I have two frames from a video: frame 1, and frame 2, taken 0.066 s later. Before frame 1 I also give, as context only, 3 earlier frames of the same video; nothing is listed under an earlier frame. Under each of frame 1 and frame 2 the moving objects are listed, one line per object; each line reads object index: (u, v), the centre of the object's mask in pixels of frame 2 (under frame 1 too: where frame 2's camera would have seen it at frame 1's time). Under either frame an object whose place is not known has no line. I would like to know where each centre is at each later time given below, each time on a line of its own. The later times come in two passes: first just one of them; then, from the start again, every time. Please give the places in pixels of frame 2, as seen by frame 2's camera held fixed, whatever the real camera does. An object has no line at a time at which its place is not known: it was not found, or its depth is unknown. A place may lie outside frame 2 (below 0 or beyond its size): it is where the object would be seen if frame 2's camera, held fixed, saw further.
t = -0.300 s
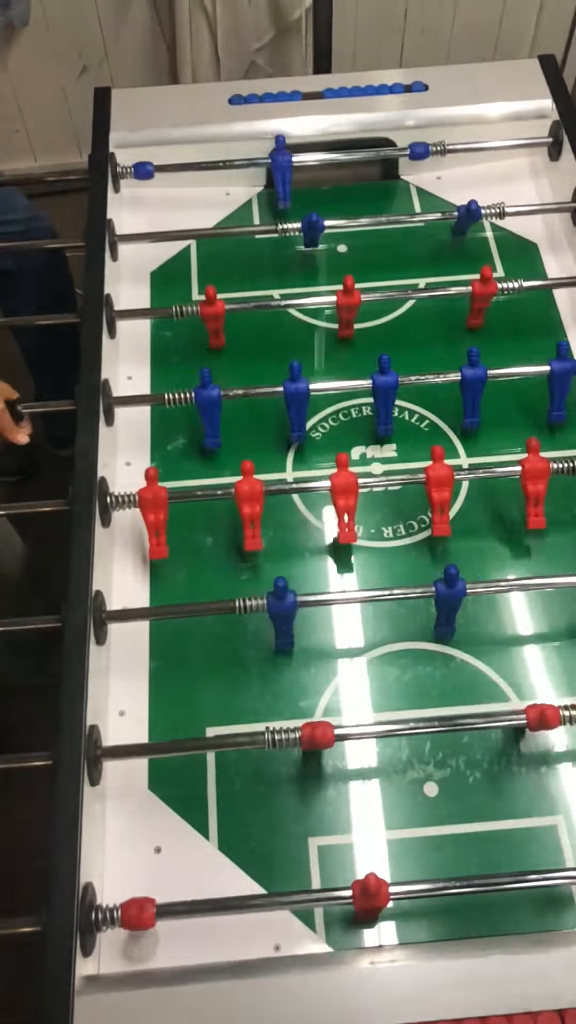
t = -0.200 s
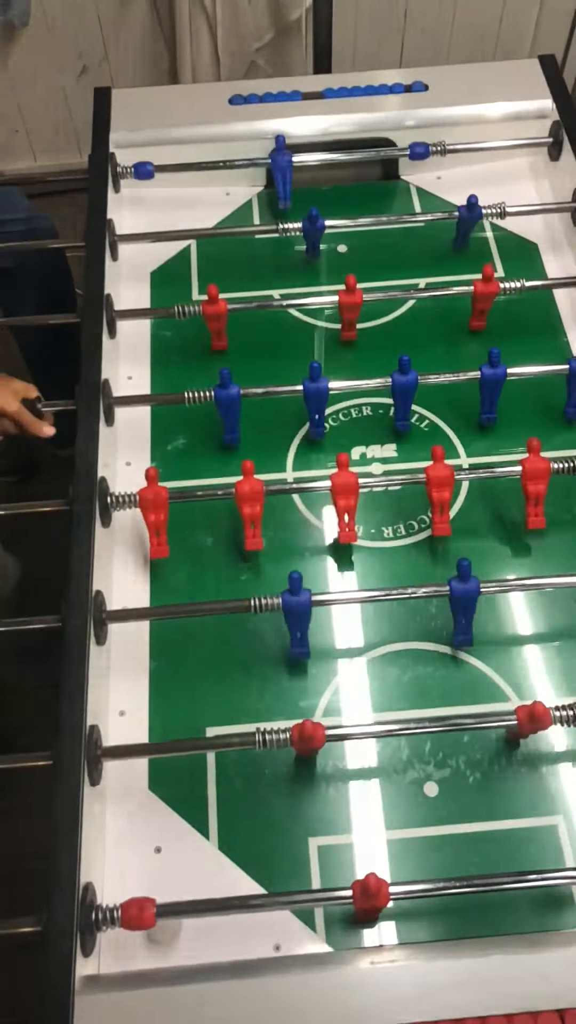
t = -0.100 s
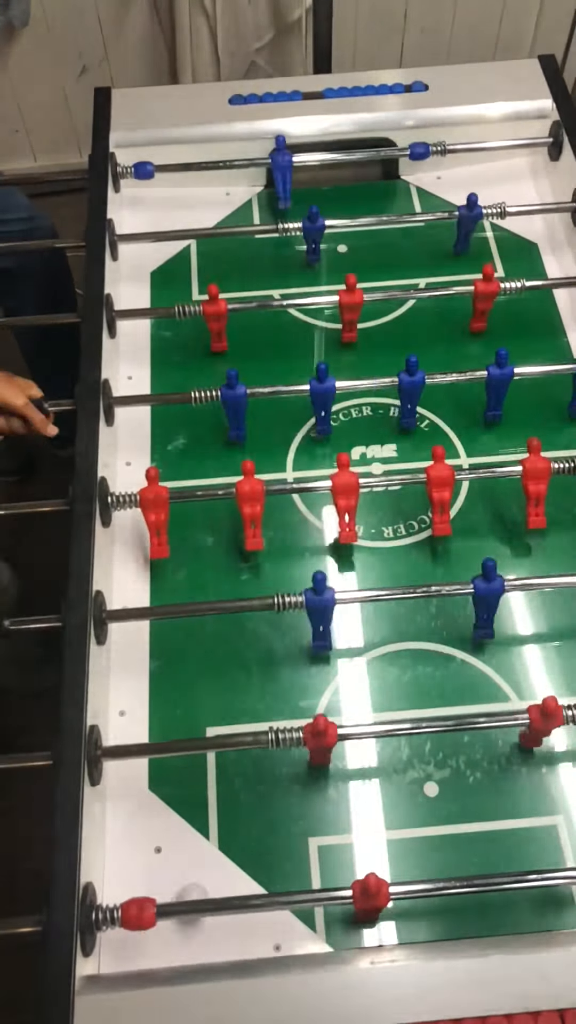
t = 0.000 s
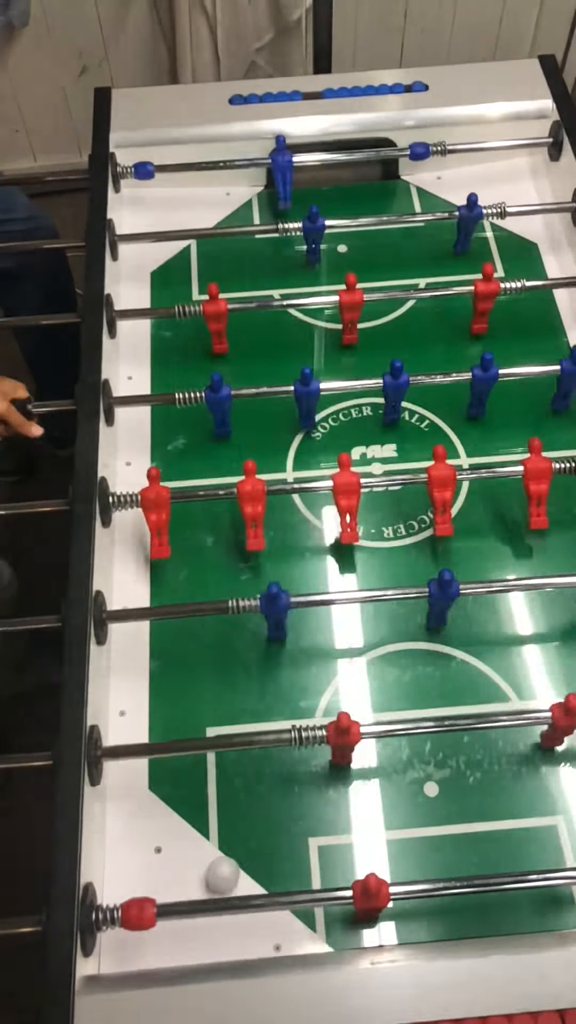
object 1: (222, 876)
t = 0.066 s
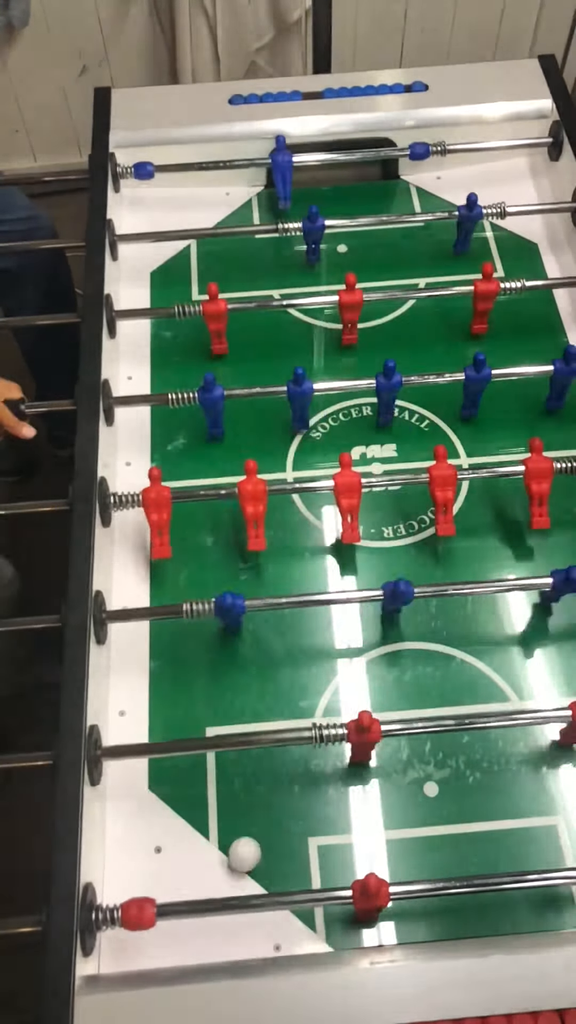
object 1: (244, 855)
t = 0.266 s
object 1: (305, 799)
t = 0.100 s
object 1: (255, 845)
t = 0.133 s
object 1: (265, 835)
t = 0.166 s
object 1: (275, 825)
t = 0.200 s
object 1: (286, 816)
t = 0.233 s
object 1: (296, 807)
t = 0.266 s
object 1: (305, 799)
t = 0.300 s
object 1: (314, 790)
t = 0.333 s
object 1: (323, 781)
